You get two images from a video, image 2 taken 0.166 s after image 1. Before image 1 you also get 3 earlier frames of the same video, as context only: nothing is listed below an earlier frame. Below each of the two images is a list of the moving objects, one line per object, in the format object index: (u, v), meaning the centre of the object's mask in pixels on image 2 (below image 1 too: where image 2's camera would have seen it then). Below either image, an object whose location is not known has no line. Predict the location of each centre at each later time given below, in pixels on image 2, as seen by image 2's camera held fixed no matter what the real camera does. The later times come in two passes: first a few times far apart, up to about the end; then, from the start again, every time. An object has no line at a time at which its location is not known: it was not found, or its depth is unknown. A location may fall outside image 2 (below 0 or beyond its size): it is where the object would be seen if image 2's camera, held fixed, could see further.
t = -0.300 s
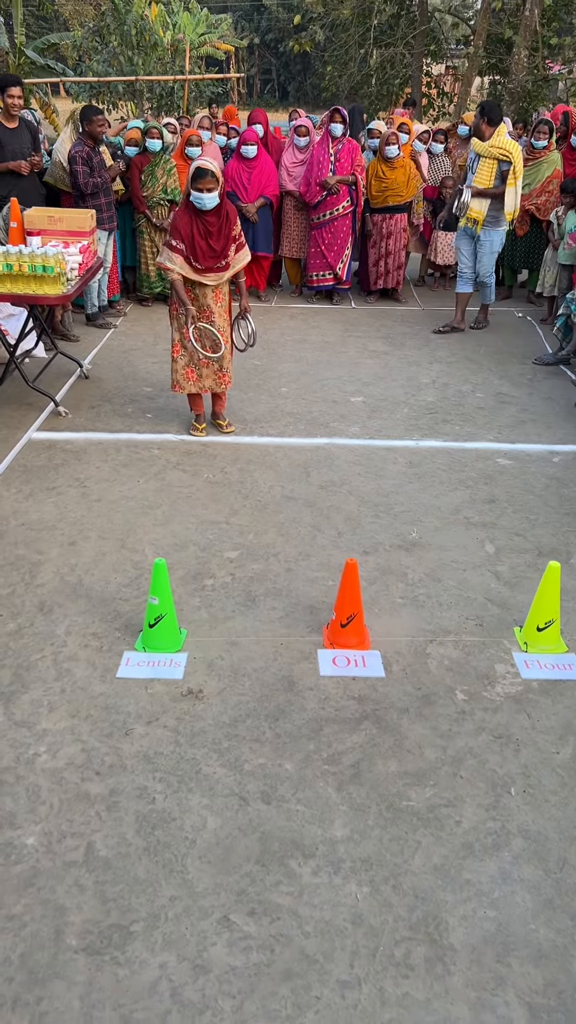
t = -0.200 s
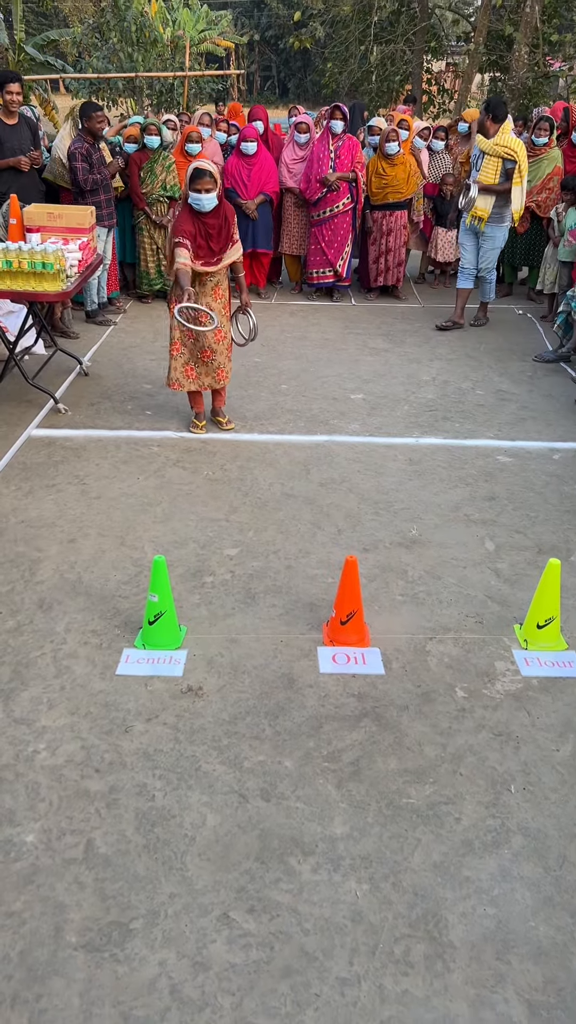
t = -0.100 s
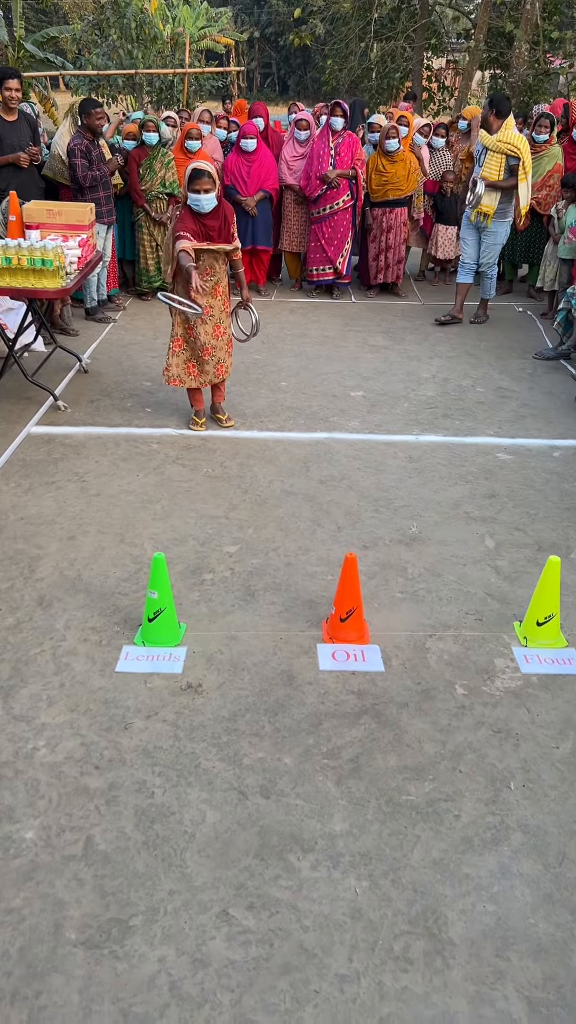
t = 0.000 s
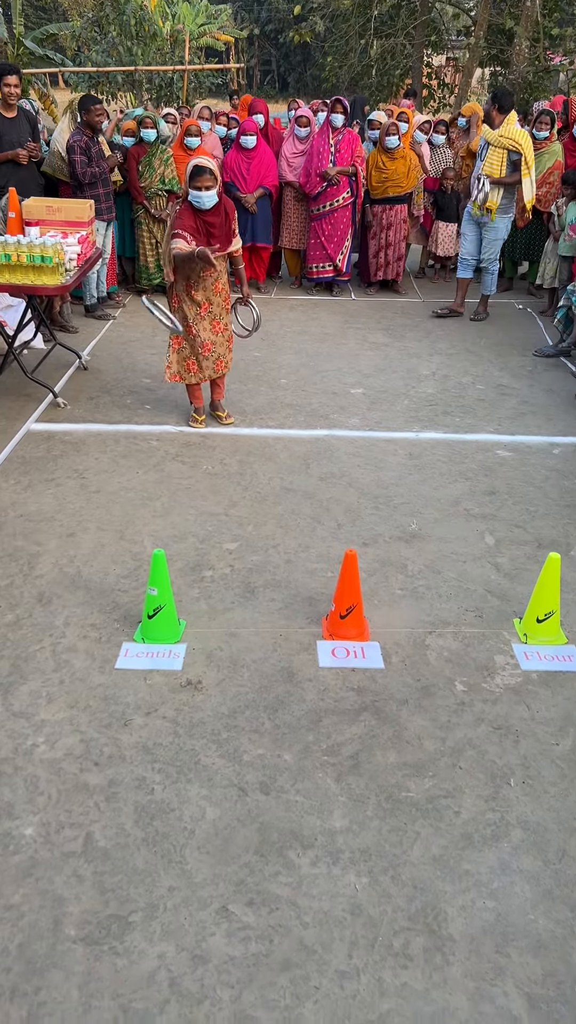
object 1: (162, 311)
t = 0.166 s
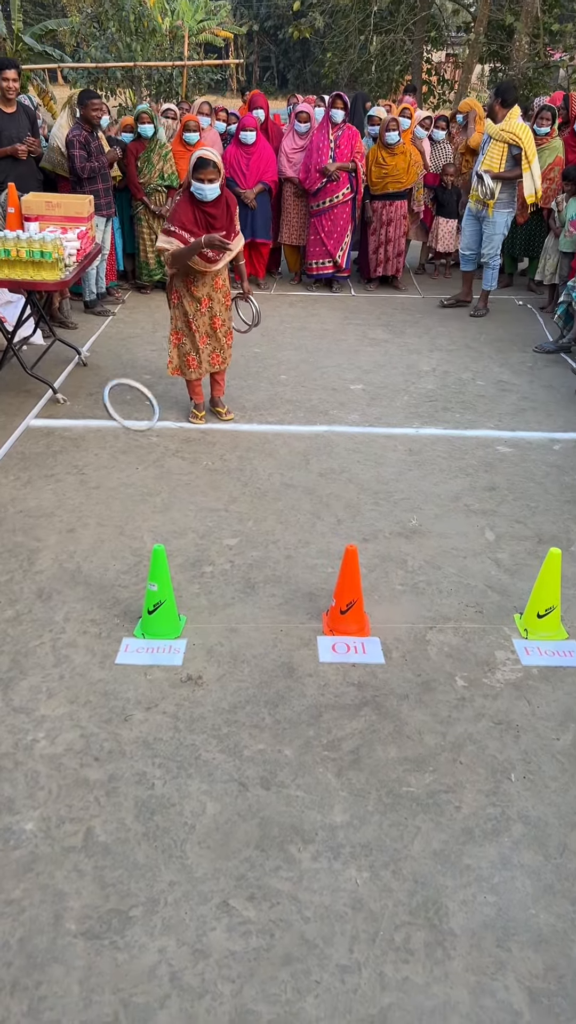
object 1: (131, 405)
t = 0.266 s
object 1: (111, 510)
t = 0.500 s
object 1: (59, 697)
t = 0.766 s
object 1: (39, 717)
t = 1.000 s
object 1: (30, 722)
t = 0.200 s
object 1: (124, 436)
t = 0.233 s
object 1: (118, 471)
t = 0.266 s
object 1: (111, 510)
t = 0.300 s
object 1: (104, 553)
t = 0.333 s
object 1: (97, 601)
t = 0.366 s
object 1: (90, 653)
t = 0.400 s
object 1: (82, 698)
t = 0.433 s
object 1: (74, 697)
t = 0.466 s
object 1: (67, 697)
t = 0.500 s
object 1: (59, 697)
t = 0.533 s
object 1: (52, 698)
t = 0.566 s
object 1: (45, 703)
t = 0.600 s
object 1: (39, 708)
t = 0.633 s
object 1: (35, 710)
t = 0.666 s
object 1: (55, 723)
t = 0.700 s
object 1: (55, 706)
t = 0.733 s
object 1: (49, 711)
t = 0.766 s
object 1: (39, 717)
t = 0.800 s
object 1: (24, 721)
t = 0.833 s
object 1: (21, 725)
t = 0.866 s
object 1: (27, 722)
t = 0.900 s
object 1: (33, 723)
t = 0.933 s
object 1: (36, 723)
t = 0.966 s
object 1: (36, 723)
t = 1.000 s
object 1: (30, 722)
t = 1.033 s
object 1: (22, 716)
